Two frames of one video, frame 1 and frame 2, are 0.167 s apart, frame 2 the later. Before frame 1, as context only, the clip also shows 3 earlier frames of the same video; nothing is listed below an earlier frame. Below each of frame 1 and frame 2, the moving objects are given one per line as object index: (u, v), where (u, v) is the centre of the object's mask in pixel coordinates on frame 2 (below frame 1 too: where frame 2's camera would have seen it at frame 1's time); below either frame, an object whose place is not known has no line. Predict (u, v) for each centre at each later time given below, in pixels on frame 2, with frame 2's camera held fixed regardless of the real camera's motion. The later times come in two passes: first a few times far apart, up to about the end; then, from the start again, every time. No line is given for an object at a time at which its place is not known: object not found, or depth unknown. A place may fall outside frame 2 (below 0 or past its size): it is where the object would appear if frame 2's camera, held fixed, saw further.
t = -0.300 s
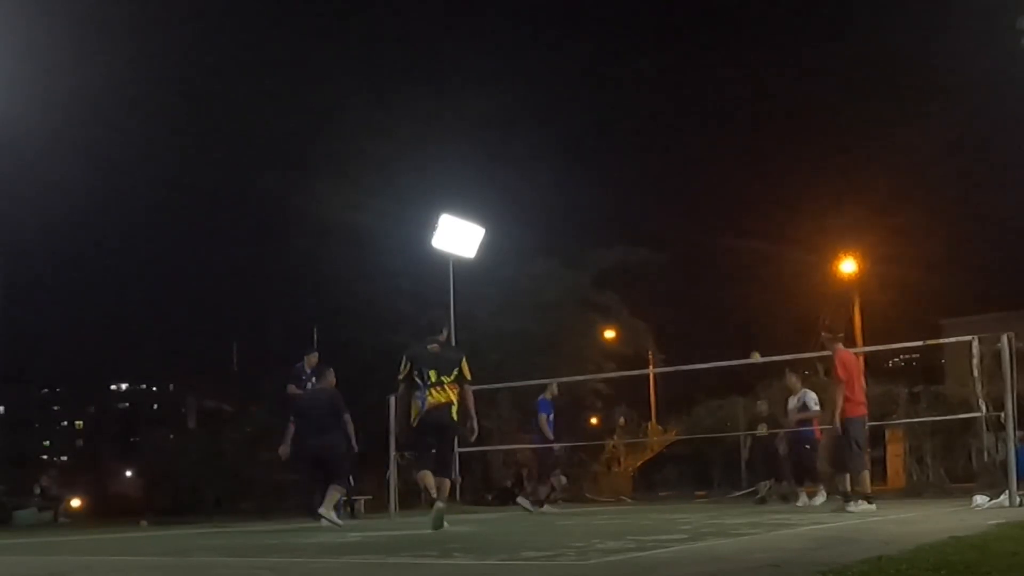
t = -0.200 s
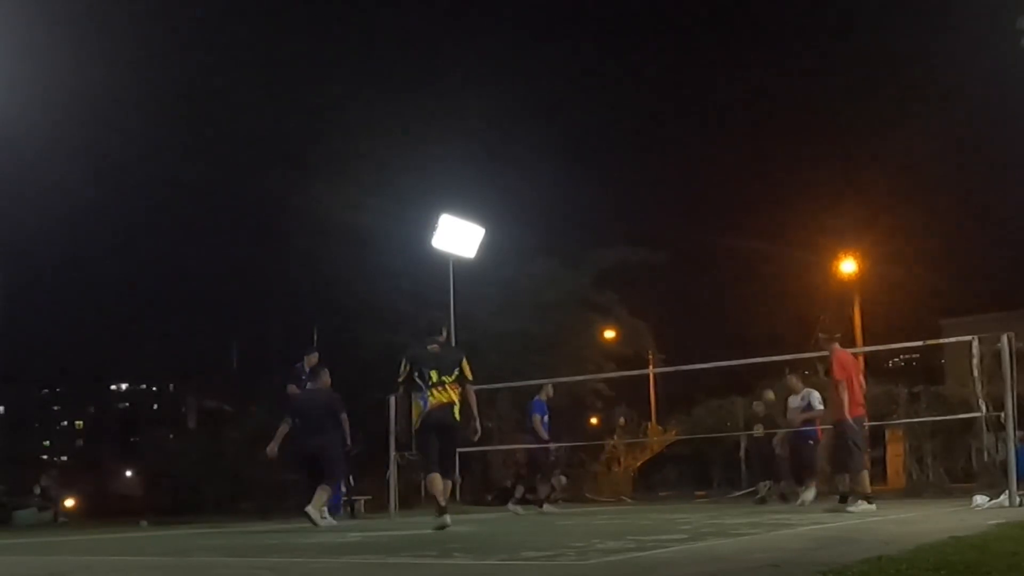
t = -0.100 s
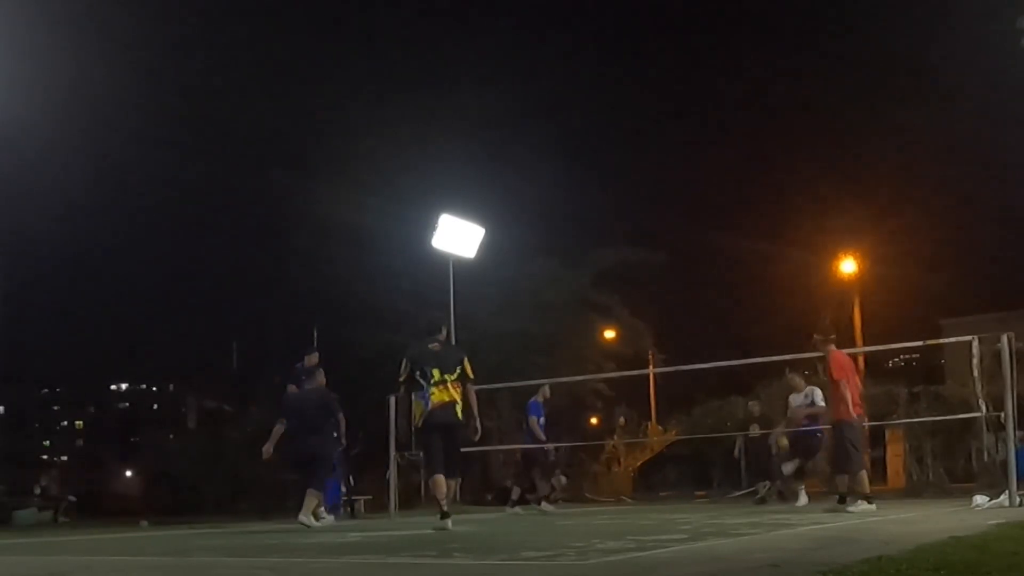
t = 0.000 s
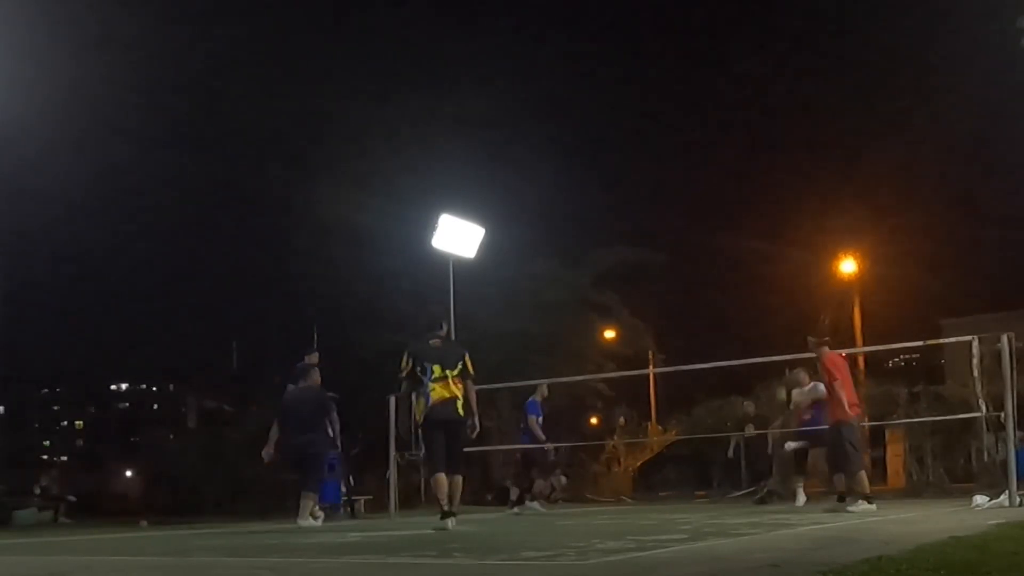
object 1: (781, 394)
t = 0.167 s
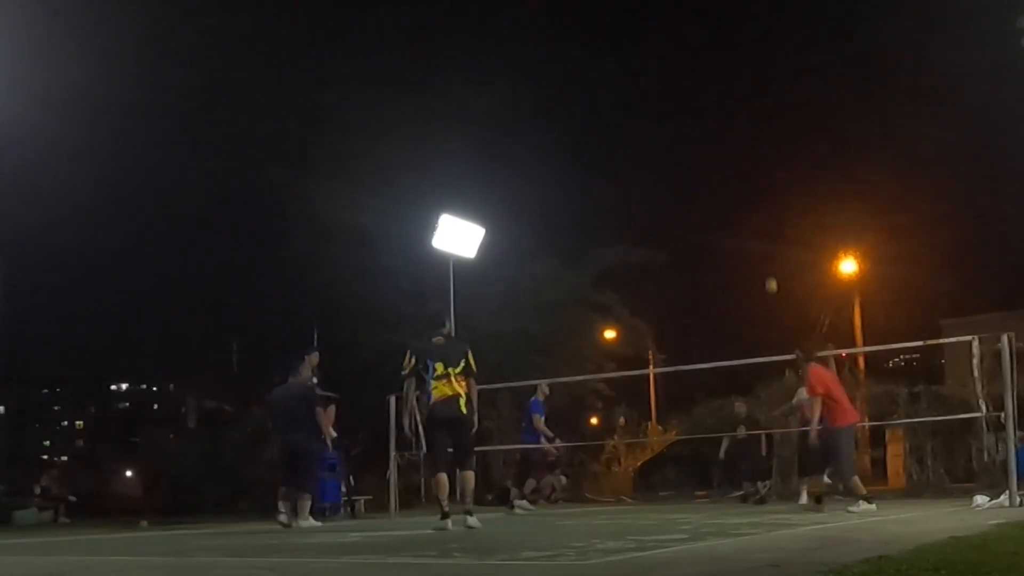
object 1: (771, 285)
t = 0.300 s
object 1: (764, 215)
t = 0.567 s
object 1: (753, 113)
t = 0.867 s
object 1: (744, 63)
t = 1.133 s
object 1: (738, 75)
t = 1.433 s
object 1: (734, 156)
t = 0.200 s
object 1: (769, 266)
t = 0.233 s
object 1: (768, 248)
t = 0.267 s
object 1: (766, 231)
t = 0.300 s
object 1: (764, 215)
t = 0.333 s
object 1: (763, 199)
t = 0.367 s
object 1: (761, 185)
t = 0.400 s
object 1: (760, 171)
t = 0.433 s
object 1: (759, 158)
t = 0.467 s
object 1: (757, 145)
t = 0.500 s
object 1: (756, 134)
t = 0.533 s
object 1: (755, 123)
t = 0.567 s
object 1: (753, 113)
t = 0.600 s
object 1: (752, 105)
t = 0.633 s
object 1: (751, 96)
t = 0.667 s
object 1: (750, 89)
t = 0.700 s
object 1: (749, 83)
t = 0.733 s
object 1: (748, 77)
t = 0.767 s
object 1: (747, 72)
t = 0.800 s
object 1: (746, 68)
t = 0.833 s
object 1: (745, 65)
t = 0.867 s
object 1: (744, 63)
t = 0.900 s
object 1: (743, 61)
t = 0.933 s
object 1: (742, 60)
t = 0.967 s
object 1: (741, 61)
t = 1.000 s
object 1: (740, 62)
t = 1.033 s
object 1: (740, 64)
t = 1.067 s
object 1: (739, 67)
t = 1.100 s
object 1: (738, 70)
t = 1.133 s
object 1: (738, 75)
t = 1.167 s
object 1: (737, 80)
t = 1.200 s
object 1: (736, 86)
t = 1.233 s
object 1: (736, 93)
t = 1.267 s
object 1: (735, 102)
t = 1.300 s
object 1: (735, 111)
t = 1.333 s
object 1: (734, 120)
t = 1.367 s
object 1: (734, 131)
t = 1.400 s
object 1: (734, 143)
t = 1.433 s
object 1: (734, 156)
